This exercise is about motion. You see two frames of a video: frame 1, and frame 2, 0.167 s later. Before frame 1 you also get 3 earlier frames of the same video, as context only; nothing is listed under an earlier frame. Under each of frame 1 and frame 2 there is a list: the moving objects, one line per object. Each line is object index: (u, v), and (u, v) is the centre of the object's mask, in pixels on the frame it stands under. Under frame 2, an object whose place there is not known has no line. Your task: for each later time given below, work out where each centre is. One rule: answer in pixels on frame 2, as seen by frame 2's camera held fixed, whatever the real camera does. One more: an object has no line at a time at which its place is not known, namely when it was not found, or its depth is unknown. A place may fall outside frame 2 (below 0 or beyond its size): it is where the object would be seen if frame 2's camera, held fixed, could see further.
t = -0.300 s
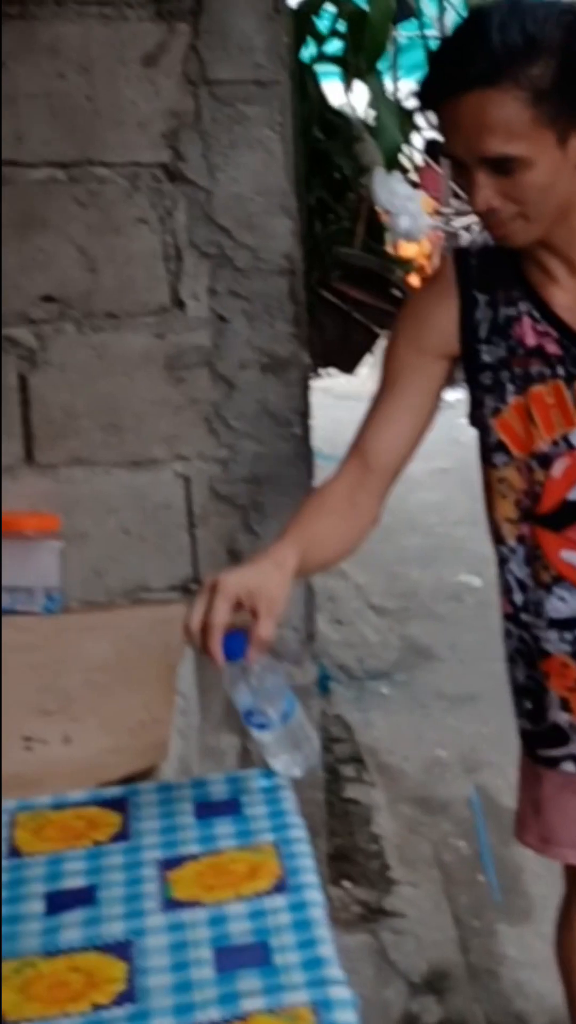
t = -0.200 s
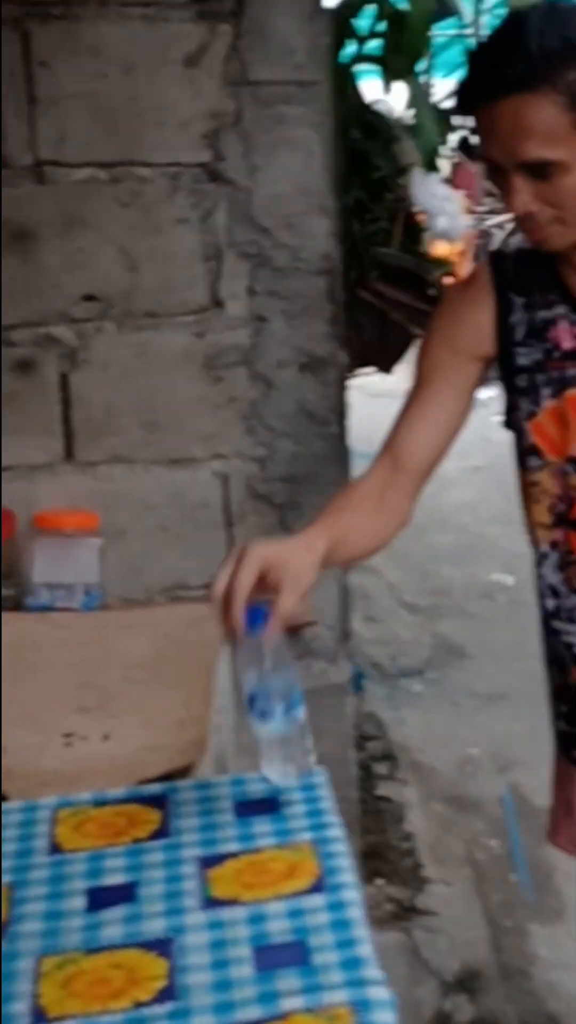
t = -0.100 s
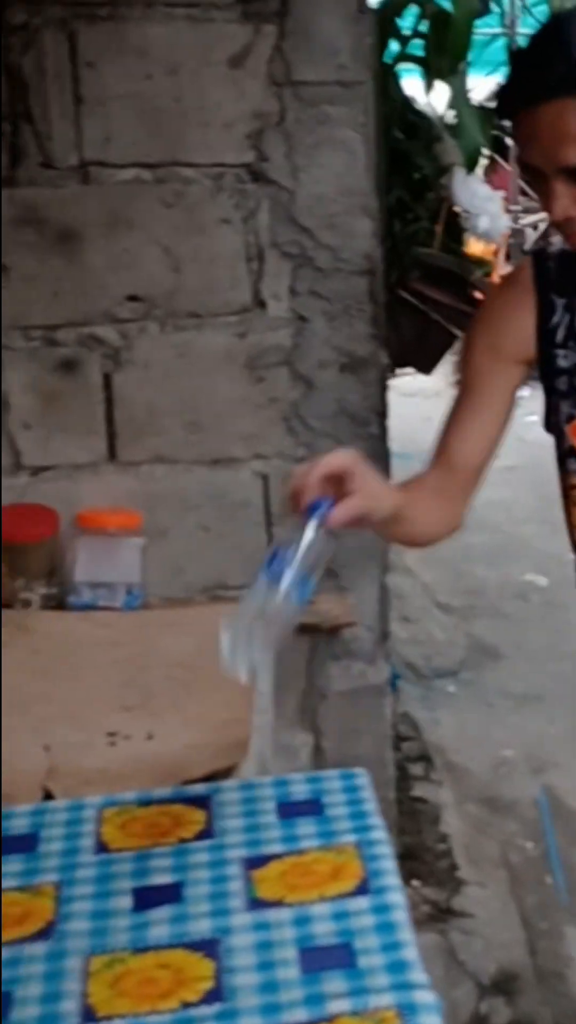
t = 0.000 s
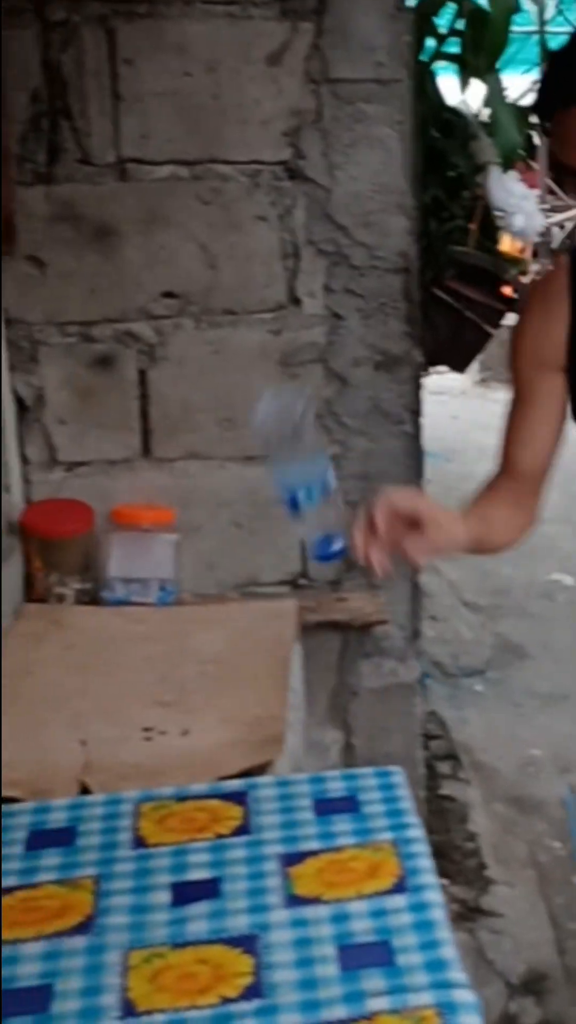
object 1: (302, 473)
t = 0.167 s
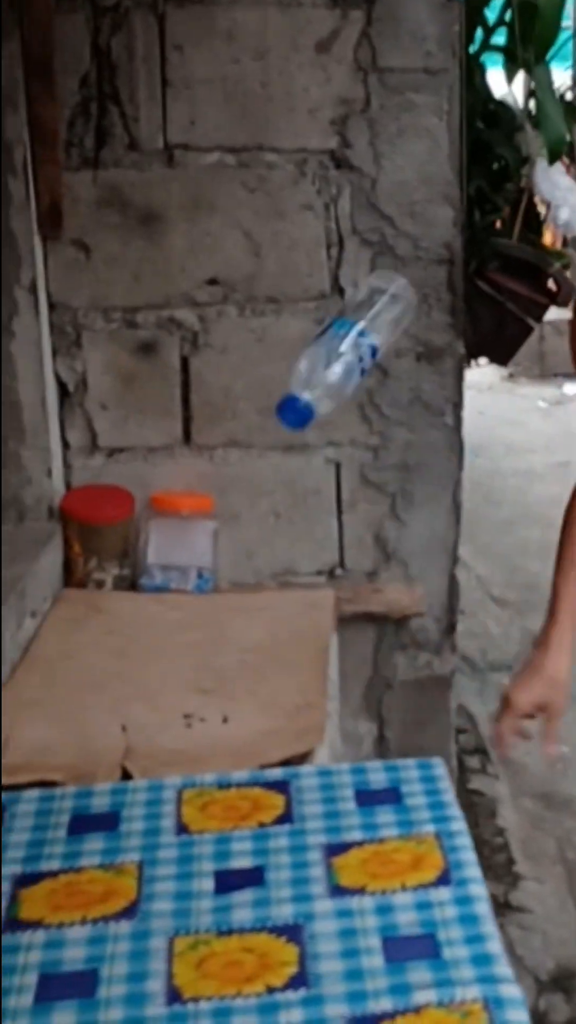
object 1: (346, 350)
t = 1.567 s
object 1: (369, 789)
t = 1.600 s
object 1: (368, 789)
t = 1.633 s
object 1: (368, 790)
